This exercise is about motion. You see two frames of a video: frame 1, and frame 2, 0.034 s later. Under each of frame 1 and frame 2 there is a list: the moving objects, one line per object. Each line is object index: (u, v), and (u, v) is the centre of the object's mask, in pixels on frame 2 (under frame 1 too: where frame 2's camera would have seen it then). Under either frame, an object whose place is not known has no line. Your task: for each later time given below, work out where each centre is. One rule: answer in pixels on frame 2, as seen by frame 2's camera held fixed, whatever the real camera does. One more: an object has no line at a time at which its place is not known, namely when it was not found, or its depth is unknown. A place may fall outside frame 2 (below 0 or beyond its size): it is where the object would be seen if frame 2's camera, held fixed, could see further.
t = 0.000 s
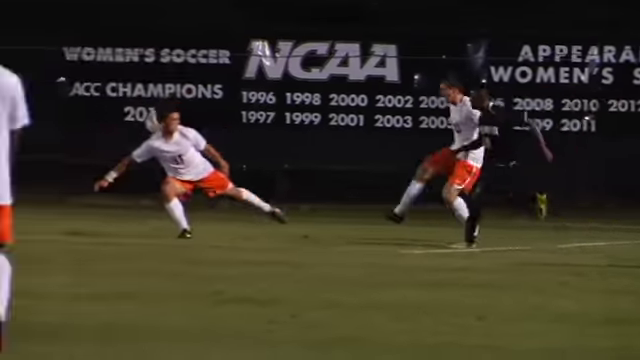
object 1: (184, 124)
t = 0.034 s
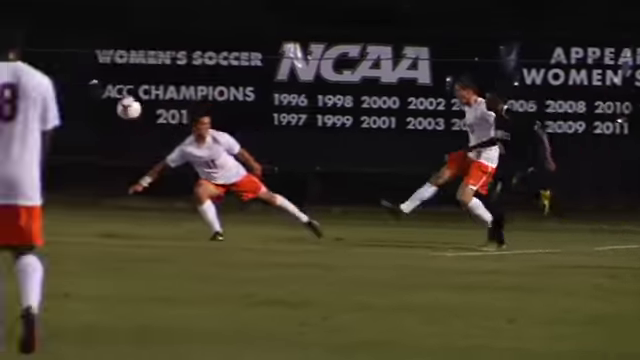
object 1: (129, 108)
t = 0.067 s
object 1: (69, 93)
